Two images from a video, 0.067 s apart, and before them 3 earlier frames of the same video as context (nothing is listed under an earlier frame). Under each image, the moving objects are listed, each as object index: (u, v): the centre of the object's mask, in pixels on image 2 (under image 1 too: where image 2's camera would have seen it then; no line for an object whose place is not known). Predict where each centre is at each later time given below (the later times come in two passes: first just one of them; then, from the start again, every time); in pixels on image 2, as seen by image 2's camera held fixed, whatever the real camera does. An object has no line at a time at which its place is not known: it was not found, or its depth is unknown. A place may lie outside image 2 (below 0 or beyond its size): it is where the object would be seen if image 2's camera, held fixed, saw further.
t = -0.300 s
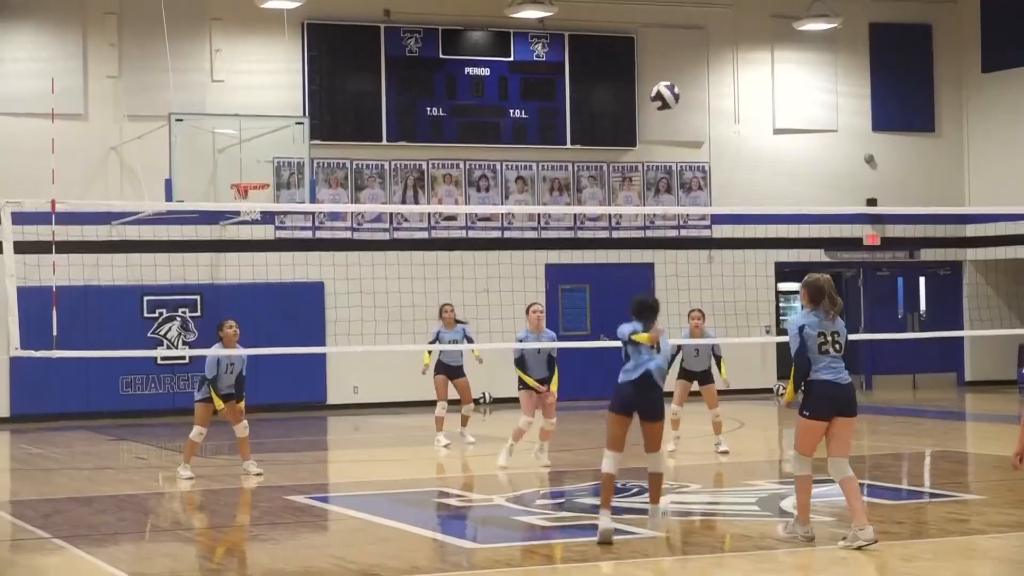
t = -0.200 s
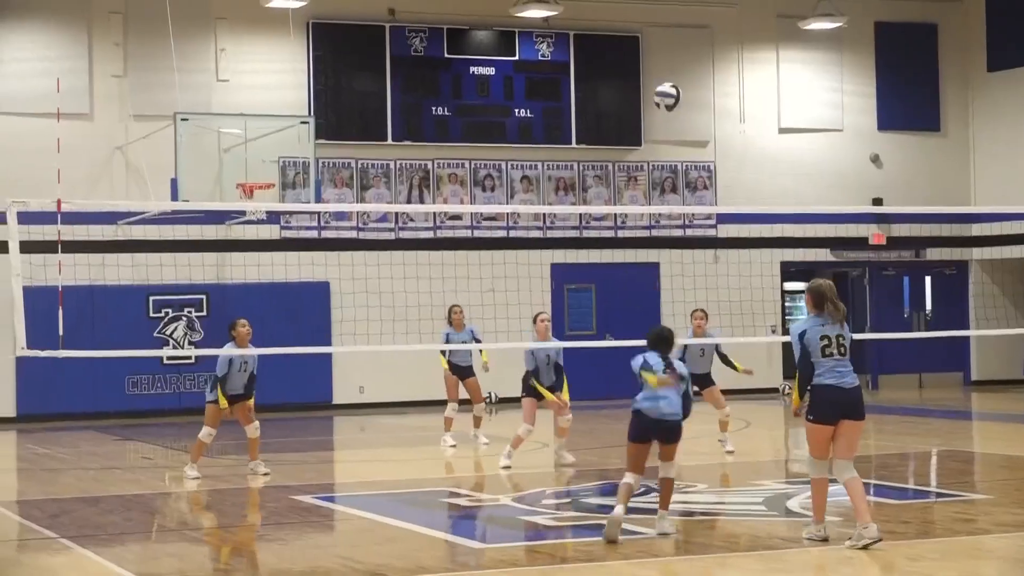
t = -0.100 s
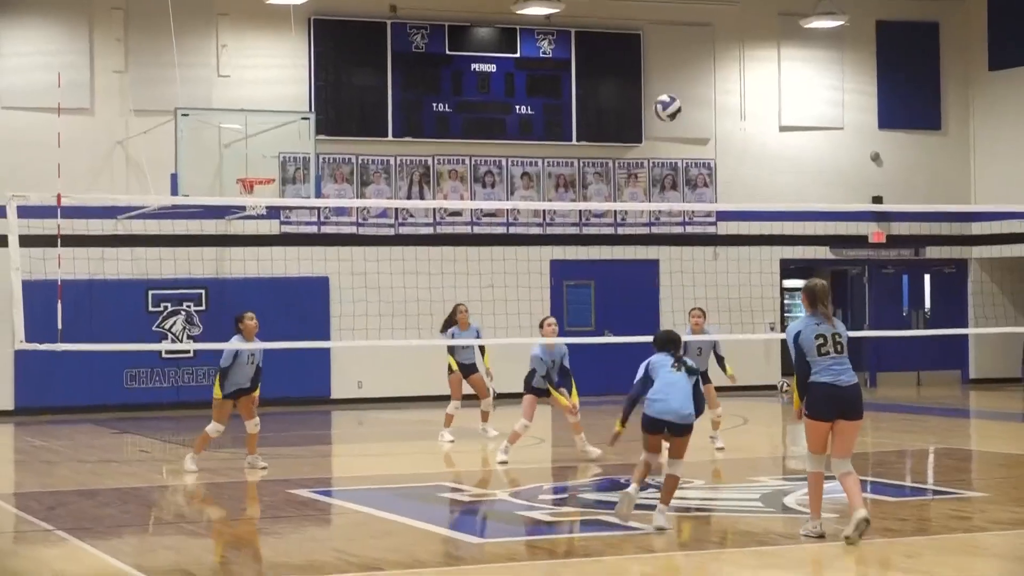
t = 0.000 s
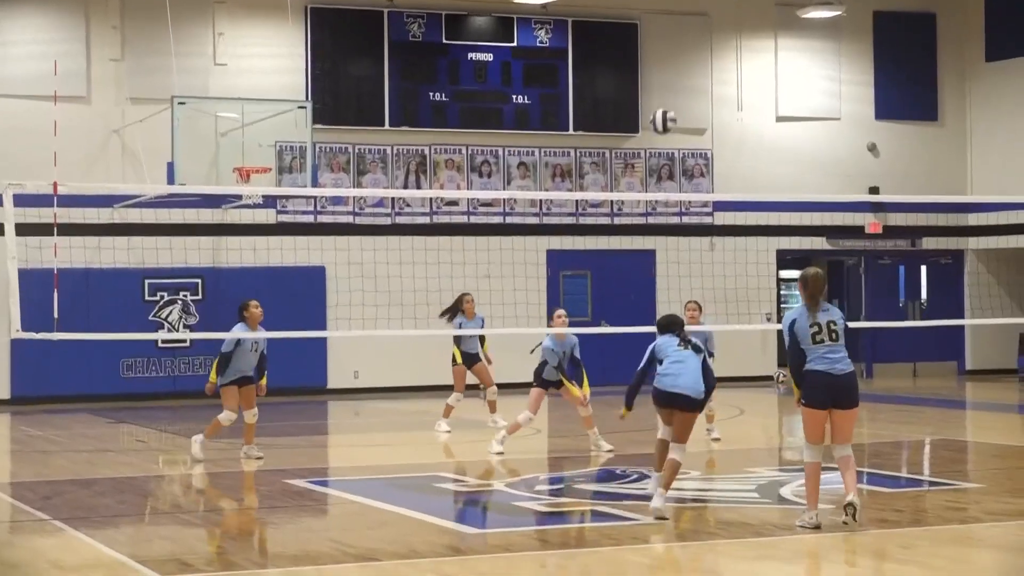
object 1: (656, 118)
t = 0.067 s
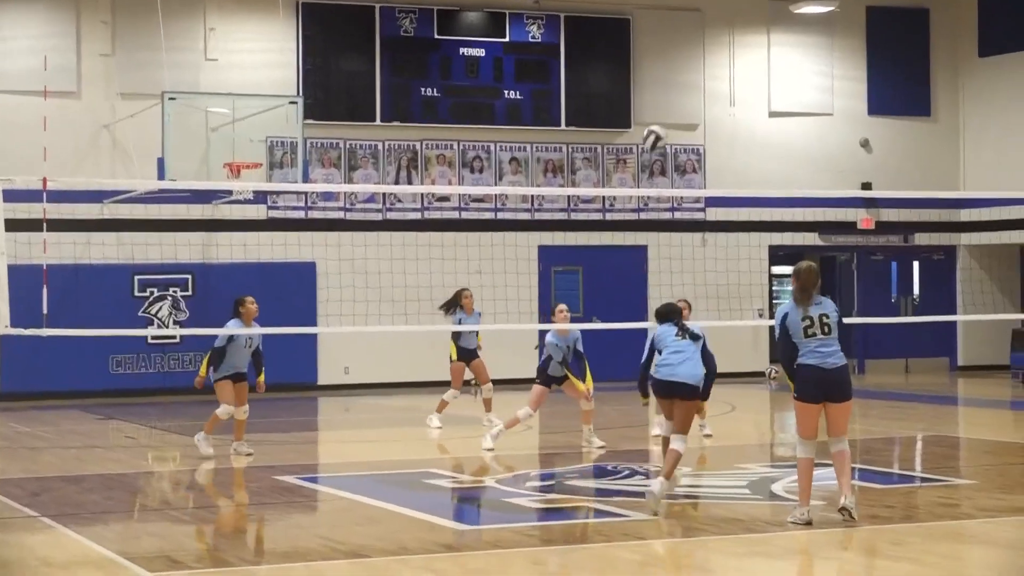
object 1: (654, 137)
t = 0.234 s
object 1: (655, 208)
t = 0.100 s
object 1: (654, 152)
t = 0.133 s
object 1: (656, 162)
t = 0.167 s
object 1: (656, 176)
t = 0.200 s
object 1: (655, 183)
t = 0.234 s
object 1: (655, 208)
